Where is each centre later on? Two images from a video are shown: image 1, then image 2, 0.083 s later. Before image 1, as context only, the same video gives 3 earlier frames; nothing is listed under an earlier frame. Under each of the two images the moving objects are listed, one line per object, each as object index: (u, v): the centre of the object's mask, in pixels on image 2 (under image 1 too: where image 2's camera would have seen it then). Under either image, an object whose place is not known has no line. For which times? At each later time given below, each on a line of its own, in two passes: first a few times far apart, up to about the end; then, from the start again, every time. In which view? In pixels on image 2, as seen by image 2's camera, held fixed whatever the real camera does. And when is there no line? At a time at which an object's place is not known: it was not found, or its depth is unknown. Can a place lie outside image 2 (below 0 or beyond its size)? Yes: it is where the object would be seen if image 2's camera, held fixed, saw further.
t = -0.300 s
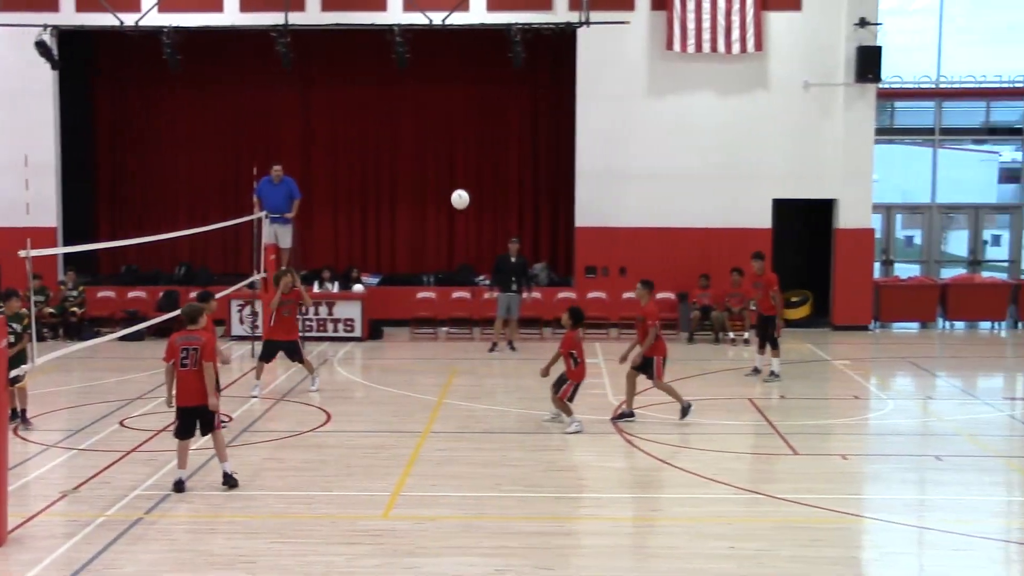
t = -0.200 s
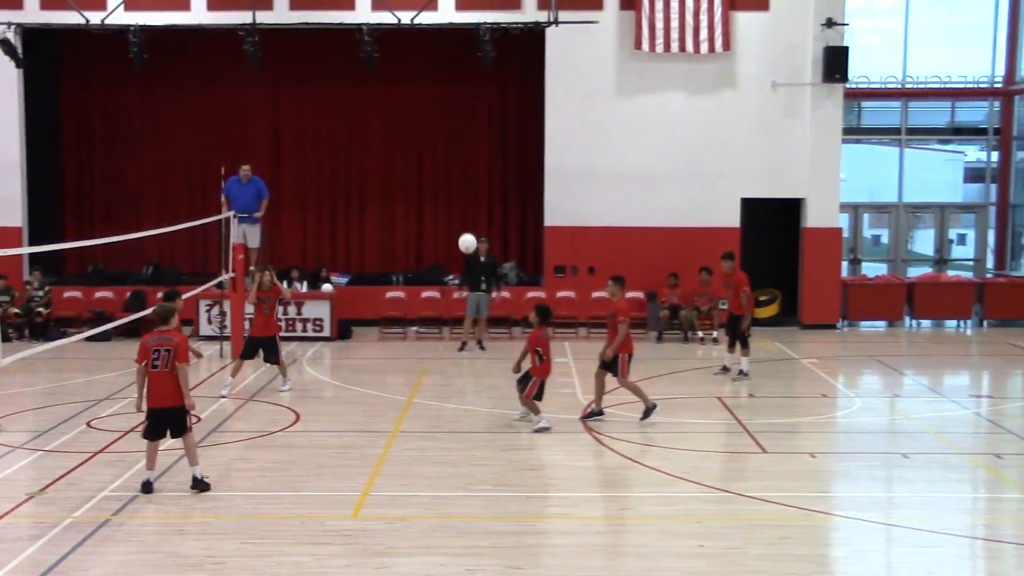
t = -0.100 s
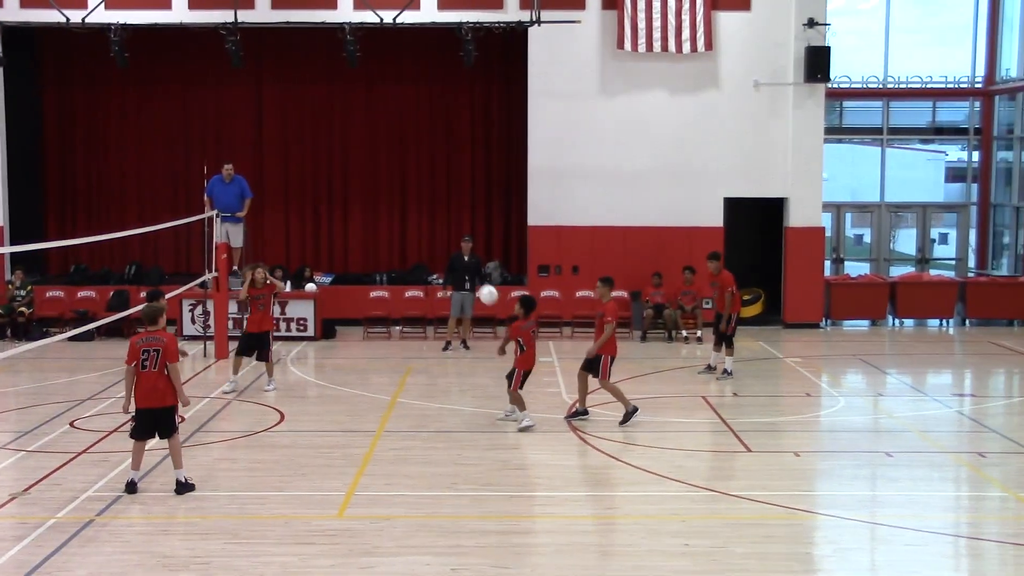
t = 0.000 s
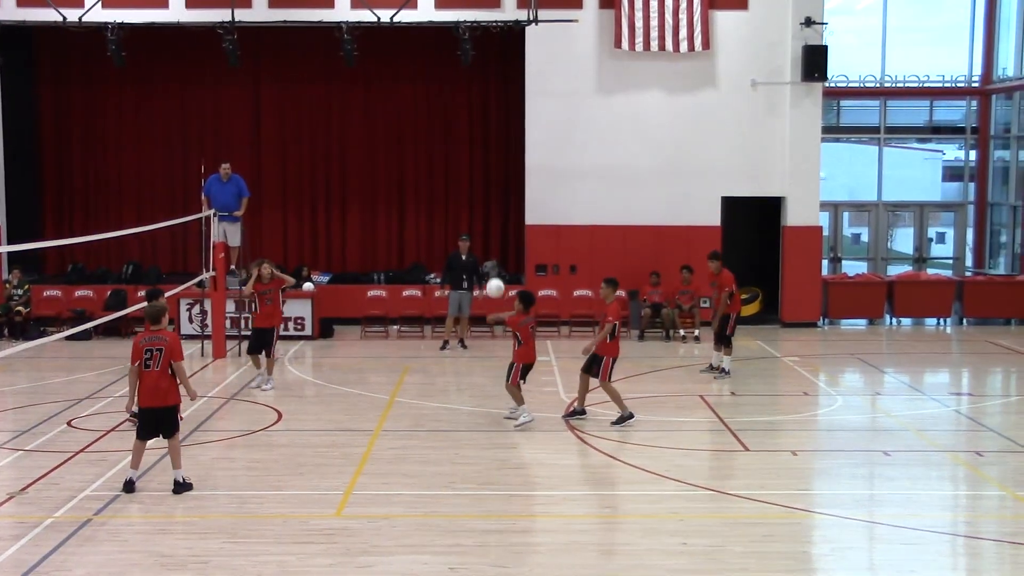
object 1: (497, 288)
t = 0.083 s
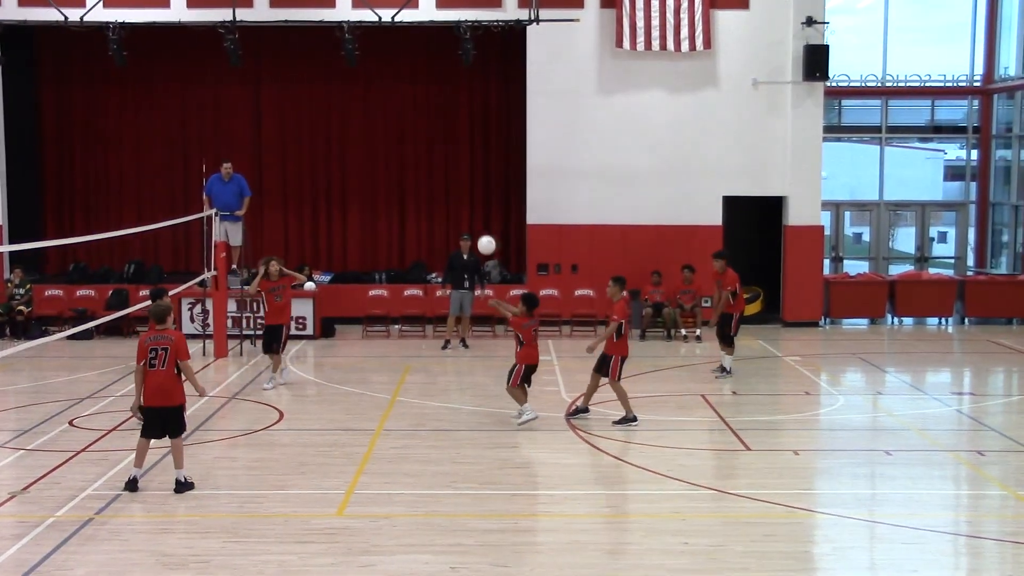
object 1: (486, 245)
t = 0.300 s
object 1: (460, 164)
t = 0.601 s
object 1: (426, 119)
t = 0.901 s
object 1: (396, 146)
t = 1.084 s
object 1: (379, 195)
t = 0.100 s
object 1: (484, 237)
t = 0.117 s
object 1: (482, 230)
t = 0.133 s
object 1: (480, 223)
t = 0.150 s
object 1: (478, 216)
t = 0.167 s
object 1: (476, 209)
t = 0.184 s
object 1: (474, 203)
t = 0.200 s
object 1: (472, 196)
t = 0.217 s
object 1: (470, 190)
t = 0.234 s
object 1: (468, 185)
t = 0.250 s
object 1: (466, 179)
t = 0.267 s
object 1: (464, 174)
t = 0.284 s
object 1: (462, 169)
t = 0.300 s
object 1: (460, 164)
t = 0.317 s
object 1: (458, 160)
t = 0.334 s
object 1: (456, 156)
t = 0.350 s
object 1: (454, 151)
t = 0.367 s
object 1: (452, 148)
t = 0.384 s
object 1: (451, 144)
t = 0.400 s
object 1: (449, 141)
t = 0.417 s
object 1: (447, 138)
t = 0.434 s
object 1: (445, 135)
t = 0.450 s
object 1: (443, 132)
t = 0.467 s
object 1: (441, 130)
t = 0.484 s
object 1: (439, 128)
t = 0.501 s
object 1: (438, 126)
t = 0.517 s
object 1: (435, 124)
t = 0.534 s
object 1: (434, 123)
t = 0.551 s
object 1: (432, 121)
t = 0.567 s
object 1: (430, 120)
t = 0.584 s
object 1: (428, 120)
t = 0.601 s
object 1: (426, 119)
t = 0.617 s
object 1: (425, 119)
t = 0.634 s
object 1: (423, 118)
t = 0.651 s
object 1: (421, 119)
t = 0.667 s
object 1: (419, 119)
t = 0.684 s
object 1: (418, 119)
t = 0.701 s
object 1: (416, 120)
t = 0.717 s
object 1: (414, 121)
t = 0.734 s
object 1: (412, 122)
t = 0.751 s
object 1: (411, 124)
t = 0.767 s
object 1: (409, 125)
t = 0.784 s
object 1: (407, 127)
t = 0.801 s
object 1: (406, 129)
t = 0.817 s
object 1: (404, 131)
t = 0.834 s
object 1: (403, 134)
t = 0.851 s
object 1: (401, 137)
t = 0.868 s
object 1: (399, 139)
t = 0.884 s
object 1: (397, 142)
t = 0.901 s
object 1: (396, 146)
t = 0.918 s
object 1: (394, 149)
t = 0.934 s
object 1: (393, 153)
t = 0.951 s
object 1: (391, 157)
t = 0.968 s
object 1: (389, 161)
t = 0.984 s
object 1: (388, 165)
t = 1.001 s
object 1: (386, 170)
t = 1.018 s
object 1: (385, 174)
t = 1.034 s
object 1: (383, 179)
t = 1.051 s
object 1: (382, 184)
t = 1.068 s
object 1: (380, 189)
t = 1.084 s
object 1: (379, 195)
